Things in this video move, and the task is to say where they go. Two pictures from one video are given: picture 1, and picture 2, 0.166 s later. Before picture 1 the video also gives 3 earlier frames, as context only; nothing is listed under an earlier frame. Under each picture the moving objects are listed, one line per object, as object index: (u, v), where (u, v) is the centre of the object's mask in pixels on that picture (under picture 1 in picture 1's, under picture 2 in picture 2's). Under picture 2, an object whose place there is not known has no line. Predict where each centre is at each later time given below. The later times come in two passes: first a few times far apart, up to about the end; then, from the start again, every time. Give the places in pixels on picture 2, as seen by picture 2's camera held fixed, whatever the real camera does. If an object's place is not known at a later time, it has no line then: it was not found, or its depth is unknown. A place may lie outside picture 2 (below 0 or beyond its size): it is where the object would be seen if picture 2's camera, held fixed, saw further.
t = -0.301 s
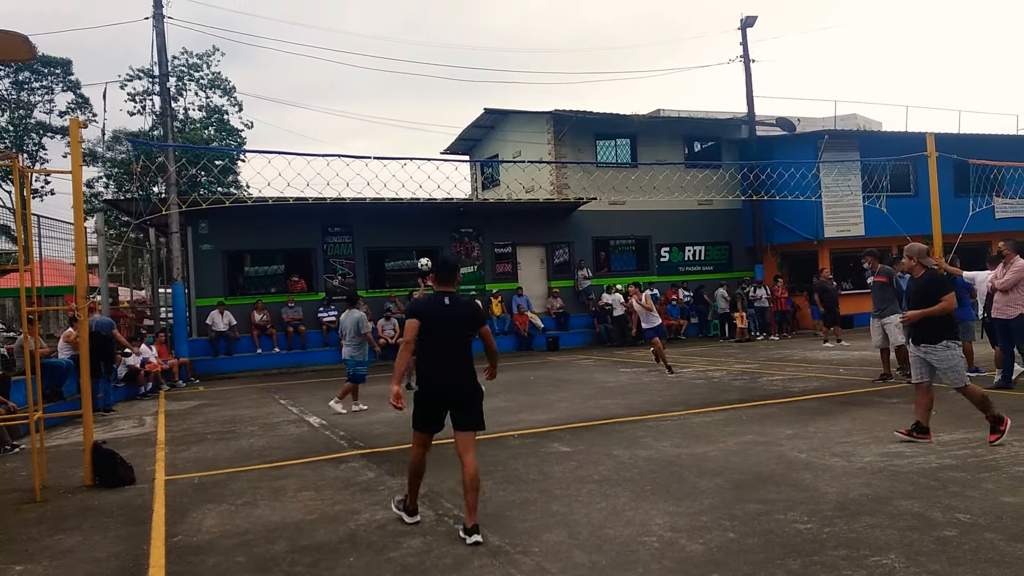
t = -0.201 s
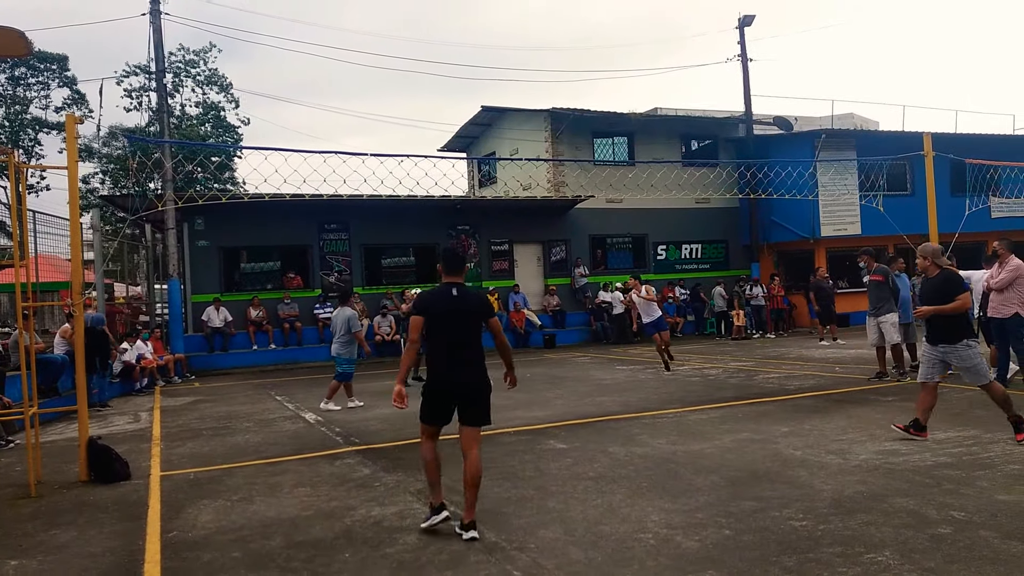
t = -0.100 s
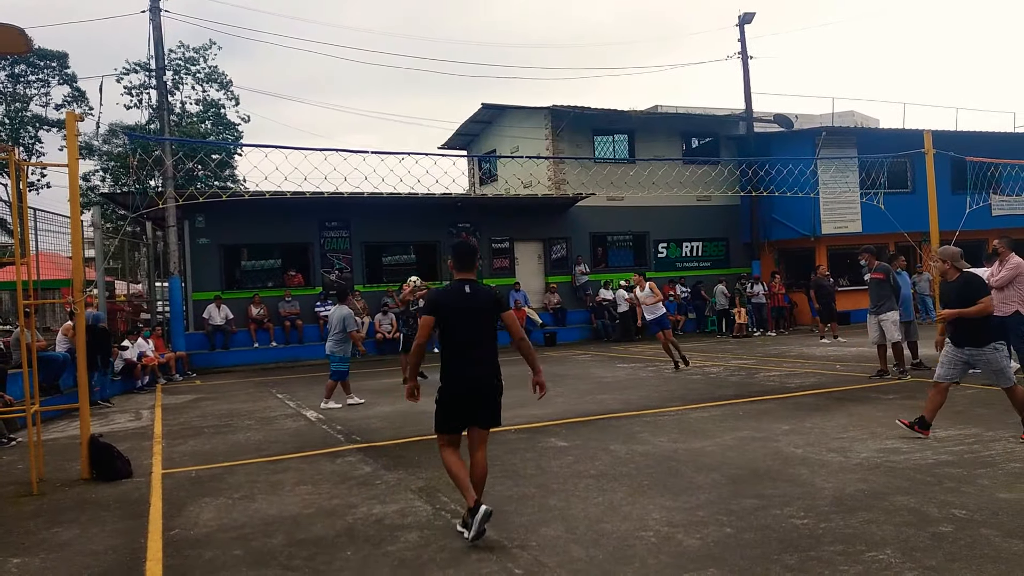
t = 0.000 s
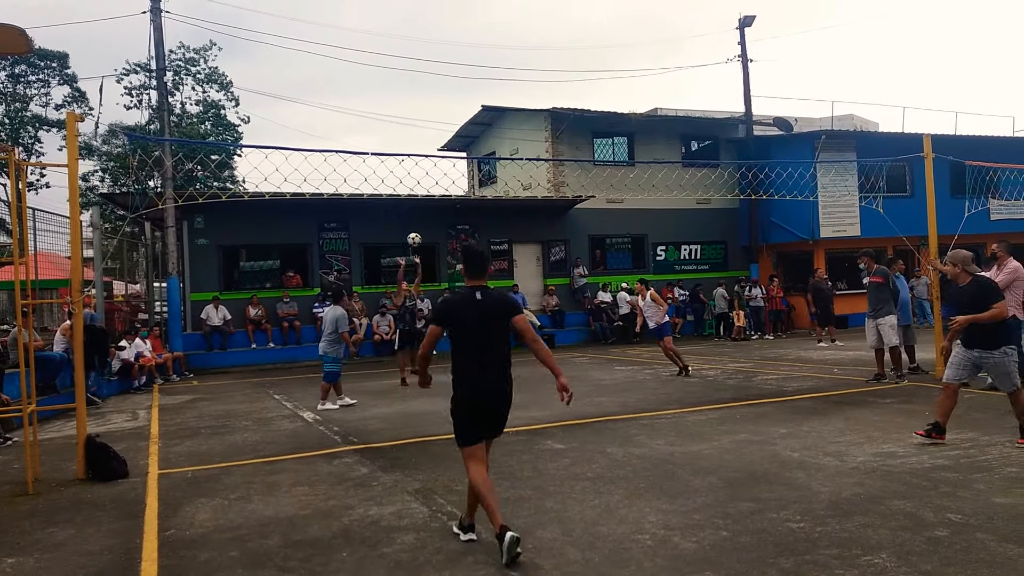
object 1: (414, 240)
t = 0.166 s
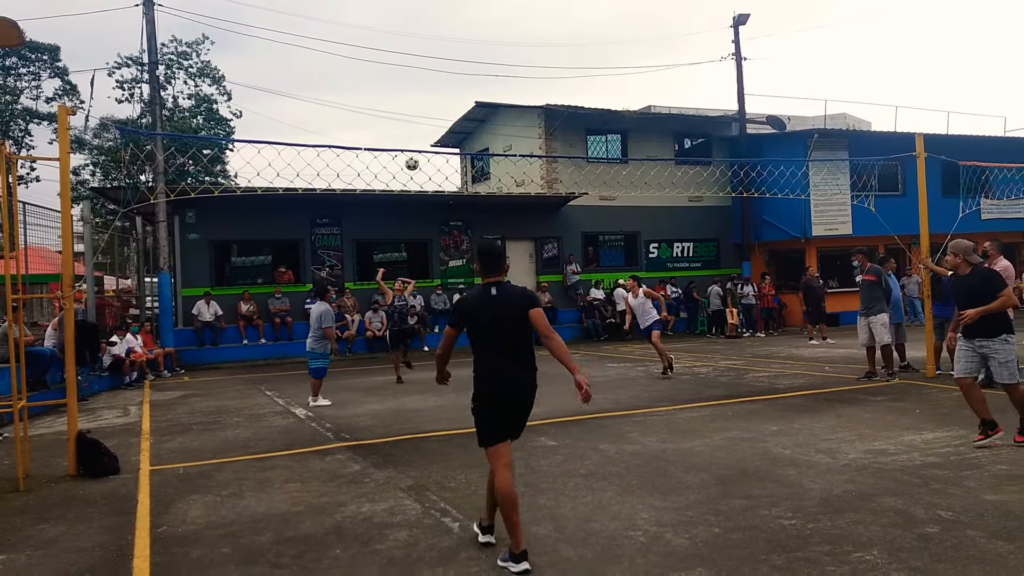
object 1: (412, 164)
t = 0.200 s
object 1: (413, 150)
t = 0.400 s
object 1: (419, 82)
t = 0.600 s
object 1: (428, 34)
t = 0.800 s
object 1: (438, 10)
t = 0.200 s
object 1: (413, 150)
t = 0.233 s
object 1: (414, 138)
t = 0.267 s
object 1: (415, 125)
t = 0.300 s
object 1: (416, 114)
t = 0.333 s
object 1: (417, 102)
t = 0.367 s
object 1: (418, 92)
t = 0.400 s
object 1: (419, 82)
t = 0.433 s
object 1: (420, 72)
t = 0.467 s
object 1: (421, 63)
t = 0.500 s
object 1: (423, 53)
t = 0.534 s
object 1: (425, 47)
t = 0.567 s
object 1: (426, 40)
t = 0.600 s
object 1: (428, 34)
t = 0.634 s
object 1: (428, 28)
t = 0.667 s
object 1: (430, 23)
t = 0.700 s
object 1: (432, 19)
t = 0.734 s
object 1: (433, 15)
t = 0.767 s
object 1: (436, 12)
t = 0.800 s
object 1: (438, 10)
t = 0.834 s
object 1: (441, 9)
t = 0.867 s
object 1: (443, 9)
